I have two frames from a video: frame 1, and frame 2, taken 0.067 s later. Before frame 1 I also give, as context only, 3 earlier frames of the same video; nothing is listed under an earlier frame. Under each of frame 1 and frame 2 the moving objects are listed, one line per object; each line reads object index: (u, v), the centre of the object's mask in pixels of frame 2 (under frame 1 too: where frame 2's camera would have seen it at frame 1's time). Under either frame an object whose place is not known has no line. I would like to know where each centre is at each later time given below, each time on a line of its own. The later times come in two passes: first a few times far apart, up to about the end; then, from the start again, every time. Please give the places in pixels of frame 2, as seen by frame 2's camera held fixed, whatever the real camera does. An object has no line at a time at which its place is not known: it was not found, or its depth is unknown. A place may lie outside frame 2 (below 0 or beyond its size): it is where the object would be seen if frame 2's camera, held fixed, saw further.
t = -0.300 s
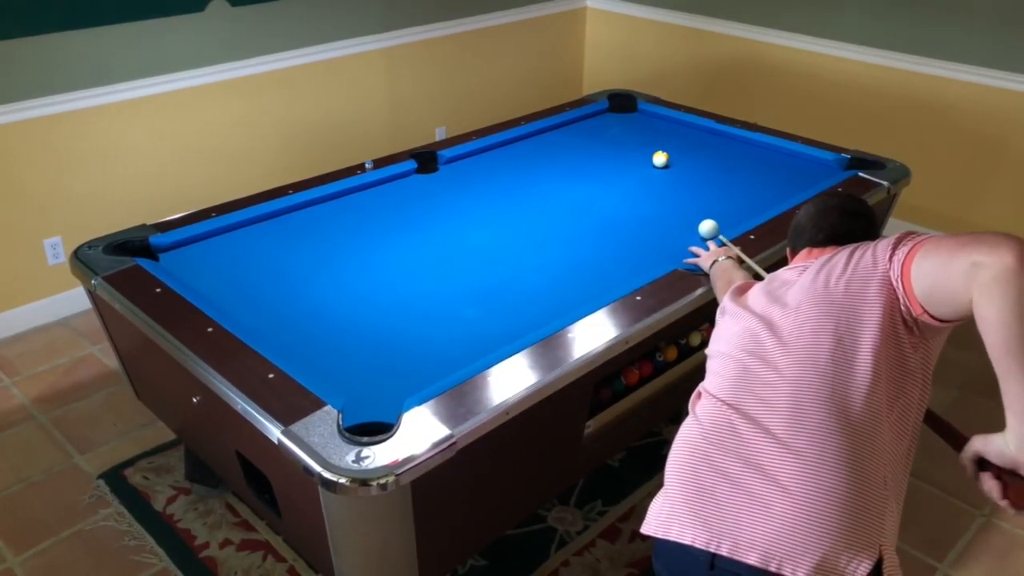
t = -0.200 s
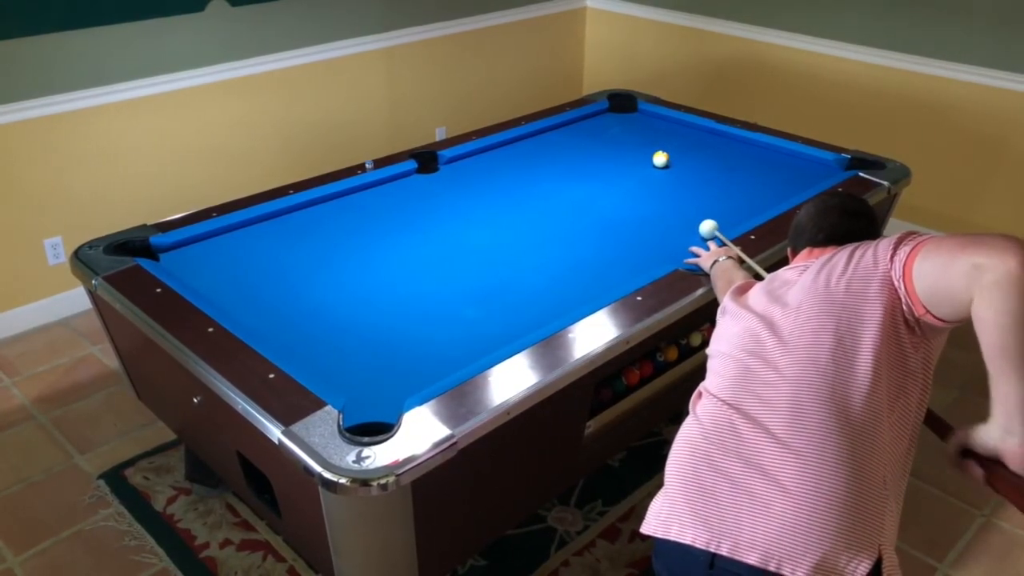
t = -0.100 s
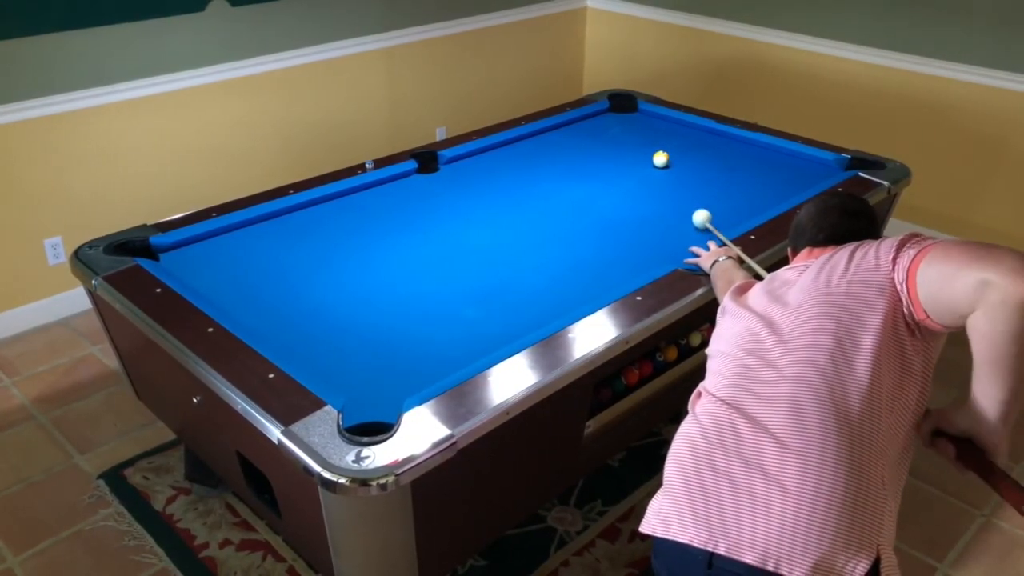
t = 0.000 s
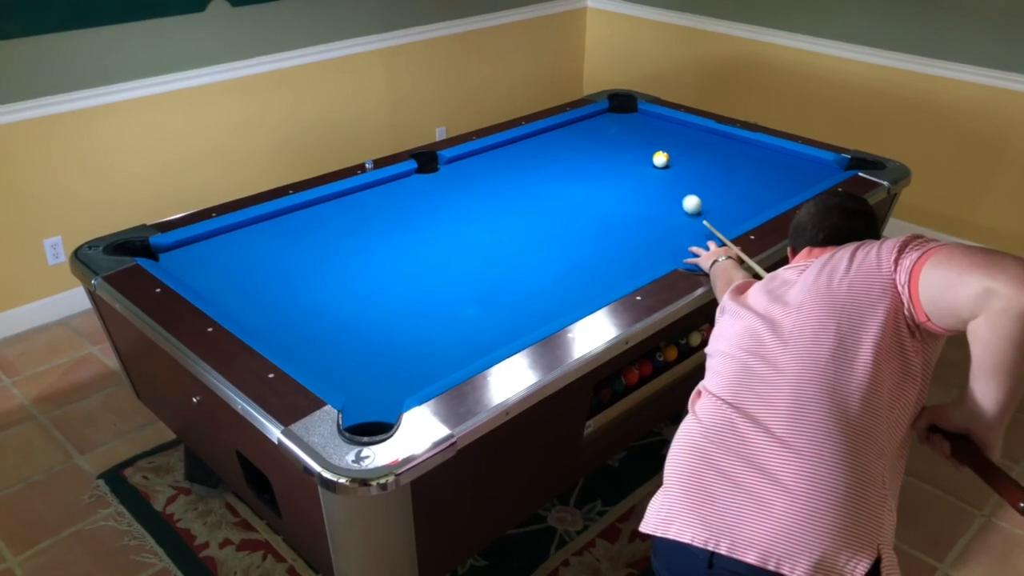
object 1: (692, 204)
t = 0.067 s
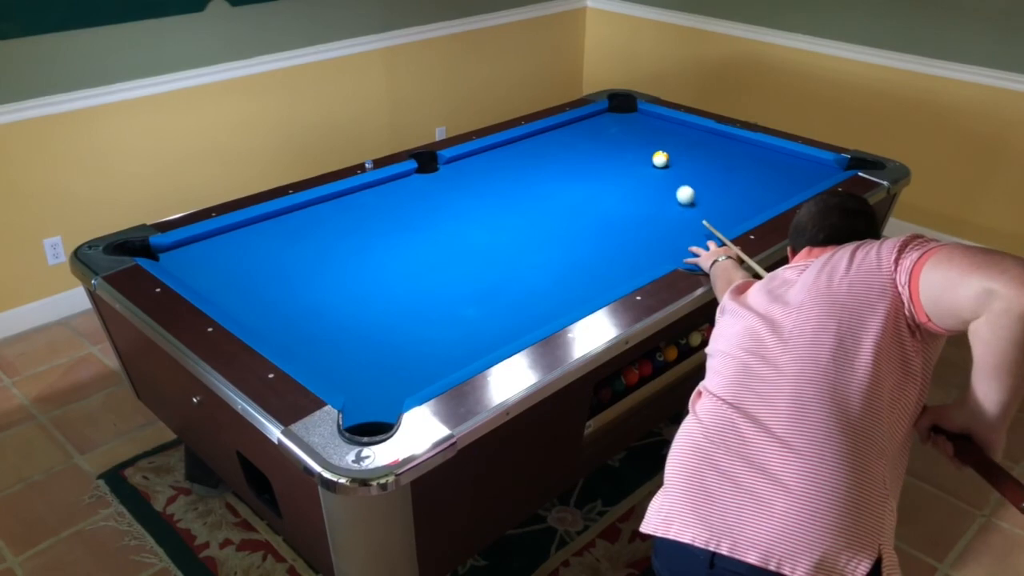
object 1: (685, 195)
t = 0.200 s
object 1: (674, 178)
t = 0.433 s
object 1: (664, 163)
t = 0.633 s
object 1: (661, 159)
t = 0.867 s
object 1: (657, 154)
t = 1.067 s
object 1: (654, 150)
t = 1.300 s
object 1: (651, 147)
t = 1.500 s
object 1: (648, 144)
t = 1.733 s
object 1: (645, 142)
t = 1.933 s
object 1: (643, 139)
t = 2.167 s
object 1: (641, 138)
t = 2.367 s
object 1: (640, 137)
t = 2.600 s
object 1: (638, 136)
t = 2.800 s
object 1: (638, 135)
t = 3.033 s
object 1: (637, 135)
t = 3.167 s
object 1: (637, 135)
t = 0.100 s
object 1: (682, 191)
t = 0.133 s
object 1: (679, 186)
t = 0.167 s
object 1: (677, 182)
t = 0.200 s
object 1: (674, 178)
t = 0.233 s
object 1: (672, 175)
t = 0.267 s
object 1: (668, 171)
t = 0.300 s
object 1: (667, 167)
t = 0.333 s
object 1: (665, 165)
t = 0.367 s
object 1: (665, 165)
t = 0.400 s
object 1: (664, 164)
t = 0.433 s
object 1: (664, 163)
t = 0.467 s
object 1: (663, 162)
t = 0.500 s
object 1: (662, 161)
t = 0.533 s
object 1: (662, 161)
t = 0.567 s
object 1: (661, 160)
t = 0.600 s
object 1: (661, 159)
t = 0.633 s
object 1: (661, 159)
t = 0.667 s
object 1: (660, 158)
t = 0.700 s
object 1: (660, 157)
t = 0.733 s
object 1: (659, 156)
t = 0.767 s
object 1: (659, 156)
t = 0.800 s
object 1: (658, 155)
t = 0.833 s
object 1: (658, 155)
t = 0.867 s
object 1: (657, 154)
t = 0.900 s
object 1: (657, 153)
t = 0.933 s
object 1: (656, 153)
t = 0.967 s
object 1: (656, 152)
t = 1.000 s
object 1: (655, 152)
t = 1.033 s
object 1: (655, 151)
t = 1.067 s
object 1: (654, 150)
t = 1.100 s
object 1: (654, 150)
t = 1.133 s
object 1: (653, 149)
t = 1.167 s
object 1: (653, 149)
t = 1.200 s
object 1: (652, 148)
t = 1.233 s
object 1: (652, 148)
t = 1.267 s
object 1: (652, 147)
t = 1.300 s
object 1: (651, 147)
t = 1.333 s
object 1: (650, 146)
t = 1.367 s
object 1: (650, 146)
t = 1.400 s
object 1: (649, 146)
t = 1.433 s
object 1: (649, 145)
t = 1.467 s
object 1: (649, 145)
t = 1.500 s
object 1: (648, 144)
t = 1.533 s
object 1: (648, 144)
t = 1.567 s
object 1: (648, 143)
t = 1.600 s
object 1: (647, 143)
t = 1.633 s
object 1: (647, 142)
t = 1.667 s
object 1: (646, 142)
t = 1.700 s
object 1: (646, 142)
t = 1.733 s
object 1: (645, 142)
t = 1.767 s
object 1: (645, 141)
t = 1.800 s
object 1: (645, 141)
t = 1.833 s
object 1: (644, 140)
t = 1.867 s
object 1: (644, 140)
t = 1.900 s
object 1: (644, 140)
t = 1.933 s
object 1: (643, 139)
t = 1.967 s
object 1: (643, 139)
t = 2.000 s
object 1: (643, 139)
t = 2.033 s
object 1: (642, 139)
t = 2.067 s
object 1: (642, 138)
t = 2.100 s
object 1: (642, 138)
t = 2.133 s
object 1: (642, 138)
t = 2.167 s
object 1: (641, 138)
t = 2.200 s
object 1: (641, 138)
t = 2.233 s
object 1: (641, 137)
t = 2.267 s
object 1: (641, 137)
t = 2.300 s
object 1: (640, 137)
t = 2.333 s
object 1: (640, 137)
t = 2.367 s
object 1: (640, 137)
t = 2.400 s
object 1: (639, 137)
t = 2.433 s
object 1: (639, 137)
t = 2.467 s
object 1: (639, 136)
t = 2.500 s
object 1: (639, 136)
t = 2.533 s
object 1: (638, 136)
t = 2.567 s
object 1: (638, 136)
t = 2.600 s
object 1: (638, 136)
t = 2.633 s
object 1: (638, 136)
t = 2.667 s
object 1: (638, 136)
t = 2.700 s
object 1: (638, 136)
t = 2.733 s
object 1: (638, 135)
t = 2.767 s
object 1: (638, 135)
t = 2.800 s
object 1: (638, 135)
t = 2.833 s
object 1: (637, 135)
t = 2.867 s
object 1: (637, 135)
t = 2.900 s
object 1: (637, 135)
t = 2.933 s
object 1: (637, 135)
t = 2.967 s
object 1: (637, 135)
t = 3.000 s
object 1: (637, 135)
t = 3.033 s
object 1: (637, 135)
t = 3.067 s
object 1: (637, 135)
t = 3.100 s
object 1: (637, 135)
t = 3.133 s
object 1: (637, 135)
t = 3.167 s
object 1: (637, 135)
